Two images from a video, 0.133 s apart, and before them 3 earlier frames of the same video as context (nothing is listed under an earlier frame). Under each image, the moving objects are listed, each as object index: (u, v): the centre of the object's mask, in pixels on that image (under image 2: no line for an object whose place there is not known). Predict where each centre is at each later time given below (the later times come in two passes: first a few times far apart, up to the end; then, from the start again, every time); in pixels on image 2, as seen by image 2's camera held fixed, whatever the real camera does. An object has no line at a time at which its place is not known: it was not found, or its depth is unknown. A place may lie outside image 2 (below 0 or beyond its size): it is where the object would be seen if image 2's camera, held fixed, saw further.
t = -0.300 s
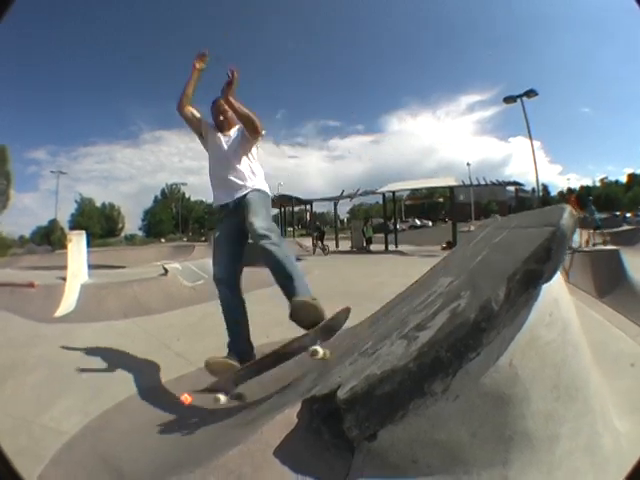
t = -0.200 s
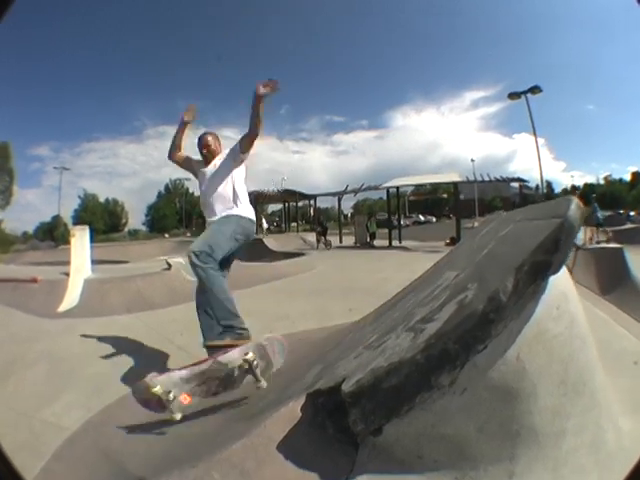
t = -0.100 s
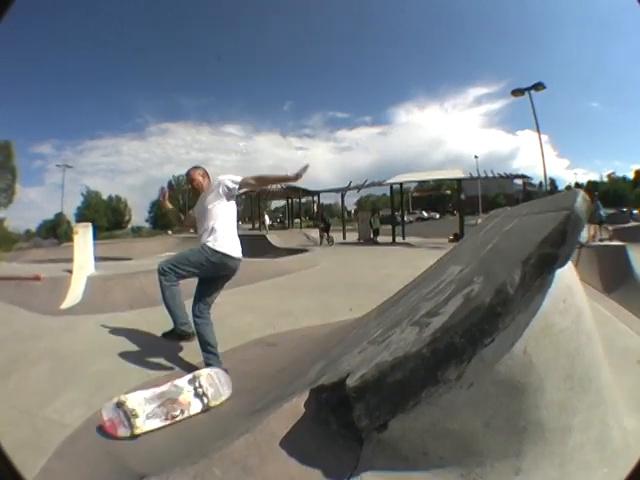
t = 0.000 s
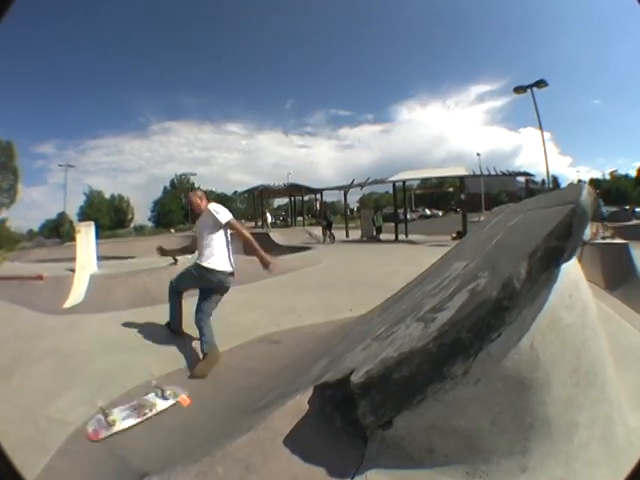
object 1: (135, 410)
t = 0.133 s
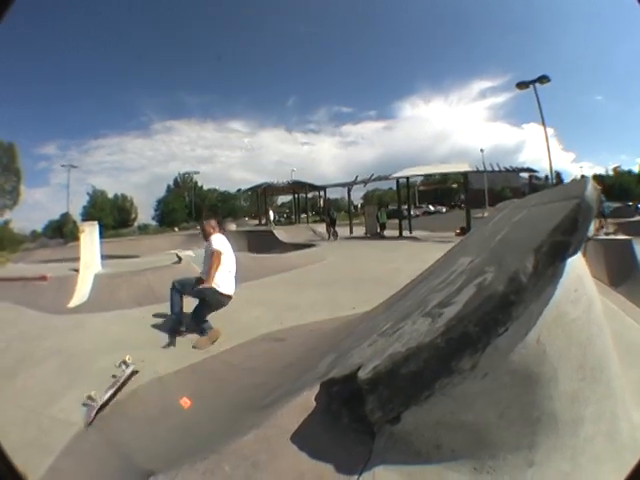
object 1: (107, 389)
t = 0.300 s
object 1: (86, 383)
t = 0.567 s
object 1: (71, 368)
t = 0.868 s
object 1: (64, 362)
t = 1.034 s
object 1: (63, 362)
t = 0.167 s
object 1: (104, 385)
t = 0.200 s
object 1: (99, 383)
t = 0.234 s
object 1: (94, 383)
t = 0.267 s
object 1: (91, 383)
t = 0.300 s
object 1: (86, 383)
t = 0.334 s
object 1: (84, 382)
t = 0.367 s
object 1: (81, 379)
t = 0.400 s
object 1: (79, 376)
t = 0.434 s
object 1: (78, 375)
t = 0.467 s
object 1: (76, 373)
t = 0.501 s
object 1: (75, 371)
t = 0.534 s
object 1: (73, 369)
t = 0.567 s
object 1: (71, 368)
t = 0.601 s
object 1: (70, 367)
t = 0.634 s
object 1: (69, 366)
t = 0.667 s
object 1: (67, 365)
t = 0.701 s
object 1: (66, 364)
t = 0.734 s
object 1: (66, 363)
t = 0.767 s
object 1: (65, 363)
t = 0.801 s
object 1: (64, 362)
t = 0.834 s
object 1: (64, 362)
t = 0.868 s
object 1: (64, 362)
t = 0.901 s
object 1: (64, 362)
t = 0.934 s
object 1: (63, 362)
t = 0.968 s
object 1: (62, 362)
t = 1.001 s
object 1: (63, 362)
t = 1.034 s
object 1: (63, 362)
